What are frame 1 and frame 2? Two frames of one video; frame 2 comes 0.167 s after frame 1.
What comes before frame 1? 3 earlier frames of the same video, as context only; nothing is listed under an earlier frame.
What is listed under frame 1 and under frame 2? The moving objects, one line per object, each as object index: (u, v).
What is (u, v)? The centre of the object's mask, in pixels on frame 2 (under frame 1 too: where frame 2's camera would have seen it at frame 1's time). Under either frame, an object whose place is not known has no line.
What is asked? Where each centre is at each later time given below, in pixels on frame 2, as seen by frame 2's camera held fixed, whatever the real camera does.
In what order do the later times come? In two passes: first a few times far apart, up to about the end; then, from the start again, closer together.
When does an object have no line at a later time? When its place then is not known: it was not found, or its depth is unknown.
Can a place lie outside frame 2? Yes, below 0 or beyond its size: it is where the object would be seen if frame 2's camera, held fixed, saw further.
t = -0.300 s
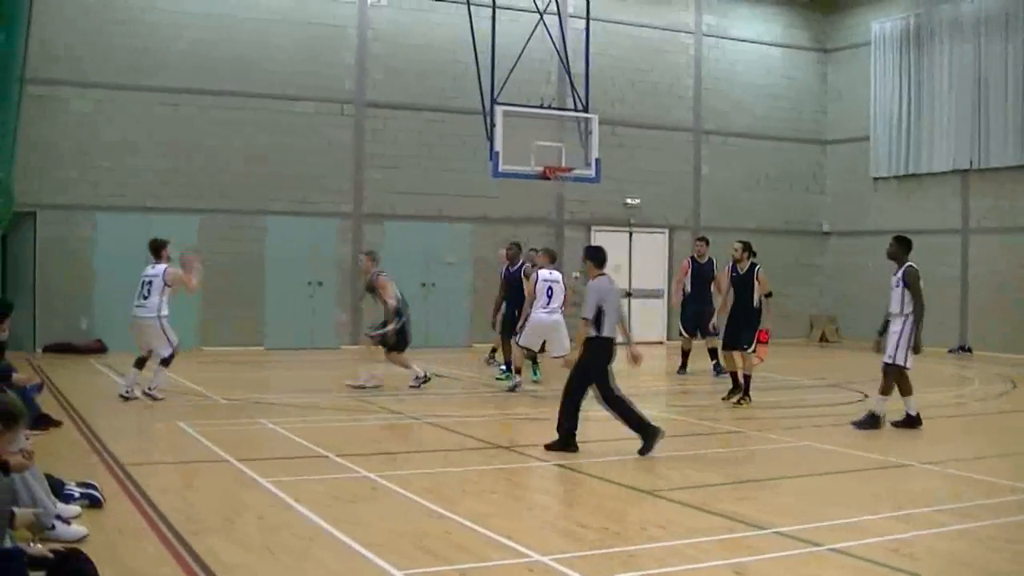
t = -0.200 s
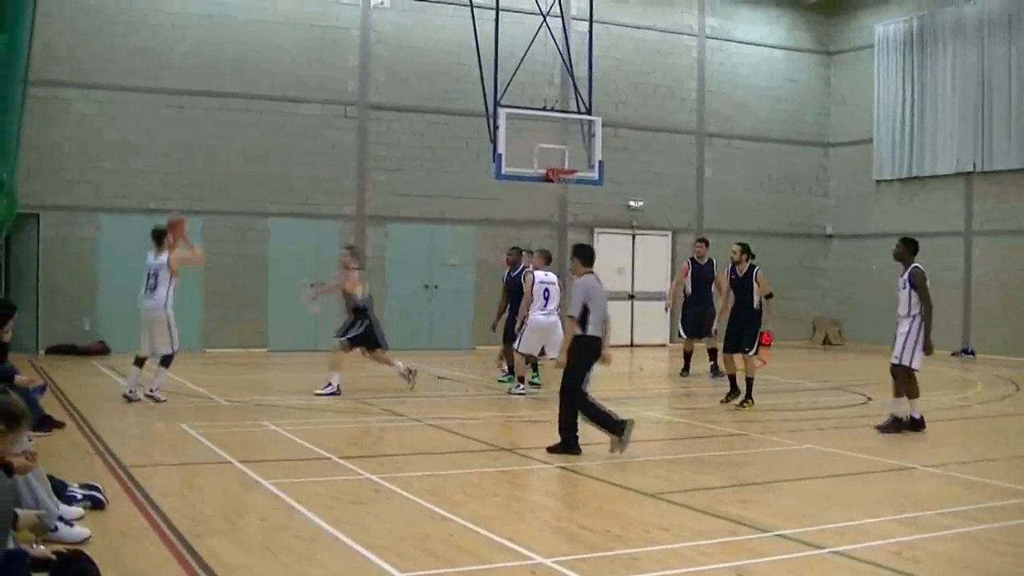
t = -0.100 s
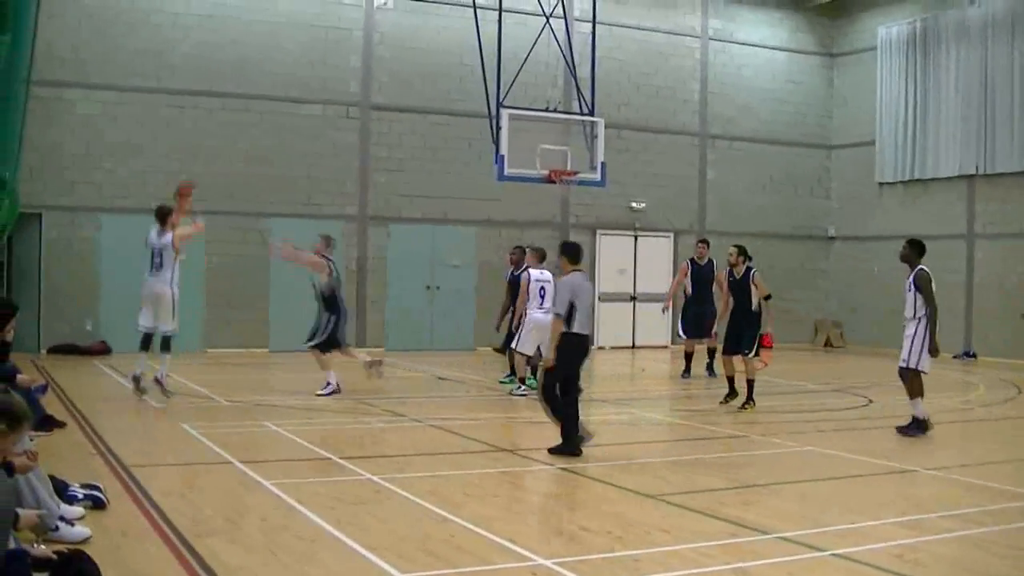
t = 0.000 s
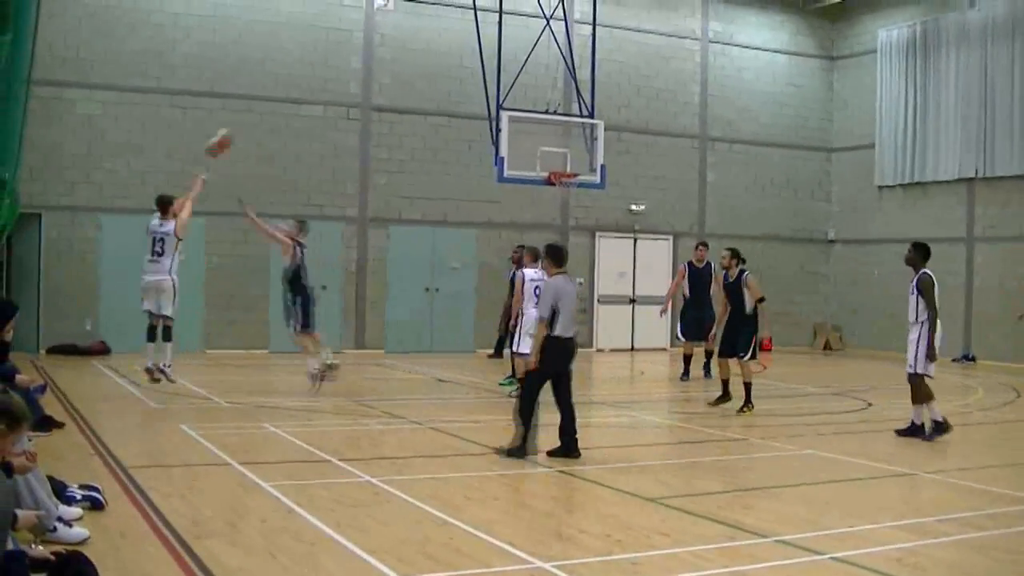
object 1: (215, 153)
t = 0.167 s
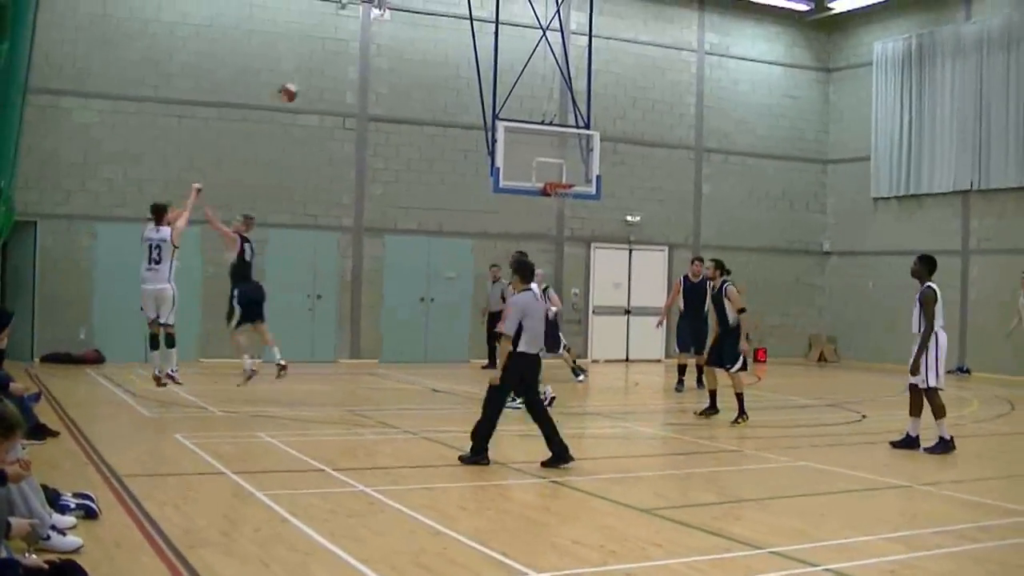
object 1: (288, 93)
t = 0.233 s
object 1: (314, 75)
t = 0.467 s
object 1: (390, 53)
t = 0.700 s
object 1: (454, 70)
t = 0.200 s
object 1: (300, 85)
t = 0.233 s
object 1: (314, 75)
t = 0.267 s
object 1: (324, 70)
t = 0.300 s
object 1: (334, 66)
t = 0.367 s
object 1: (358, 55)
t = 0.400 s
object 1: (367, 54)
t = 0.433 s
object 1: (381, 52)
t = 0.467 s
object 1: (390, 53)
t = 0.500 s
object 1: (399, 54)
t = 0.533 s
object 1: (412, 55)
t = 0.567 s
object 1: (421, 56)
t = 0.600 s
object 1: (430, 58)
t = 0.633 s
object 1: (439, 61)
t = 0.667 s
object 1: (447, 64)
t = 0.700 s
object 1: (454, 70)
